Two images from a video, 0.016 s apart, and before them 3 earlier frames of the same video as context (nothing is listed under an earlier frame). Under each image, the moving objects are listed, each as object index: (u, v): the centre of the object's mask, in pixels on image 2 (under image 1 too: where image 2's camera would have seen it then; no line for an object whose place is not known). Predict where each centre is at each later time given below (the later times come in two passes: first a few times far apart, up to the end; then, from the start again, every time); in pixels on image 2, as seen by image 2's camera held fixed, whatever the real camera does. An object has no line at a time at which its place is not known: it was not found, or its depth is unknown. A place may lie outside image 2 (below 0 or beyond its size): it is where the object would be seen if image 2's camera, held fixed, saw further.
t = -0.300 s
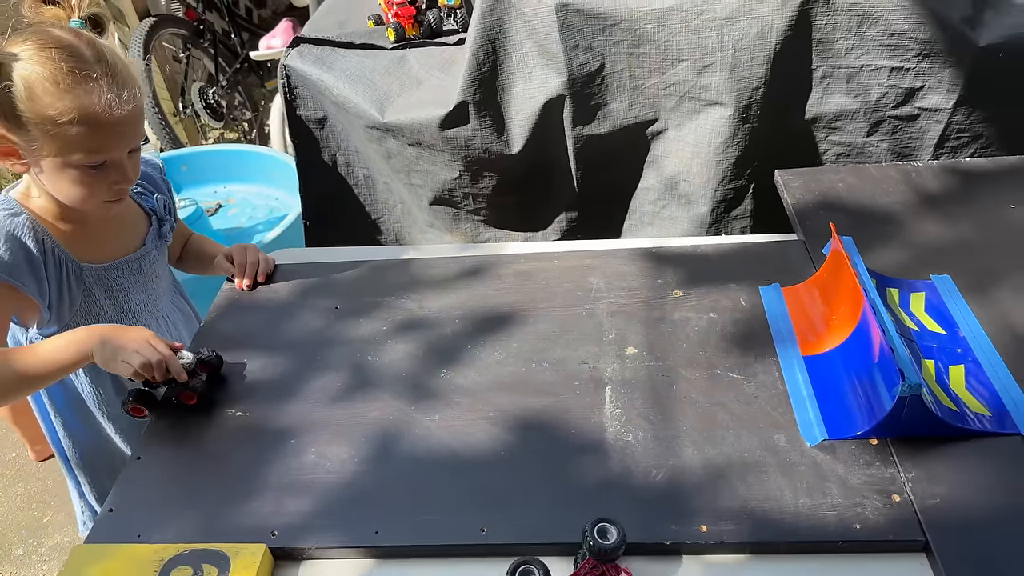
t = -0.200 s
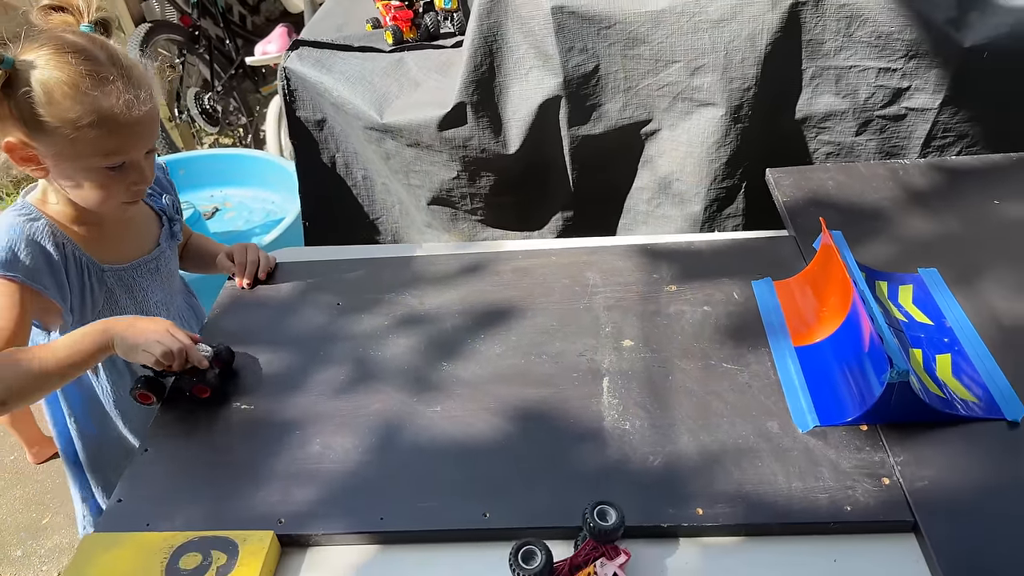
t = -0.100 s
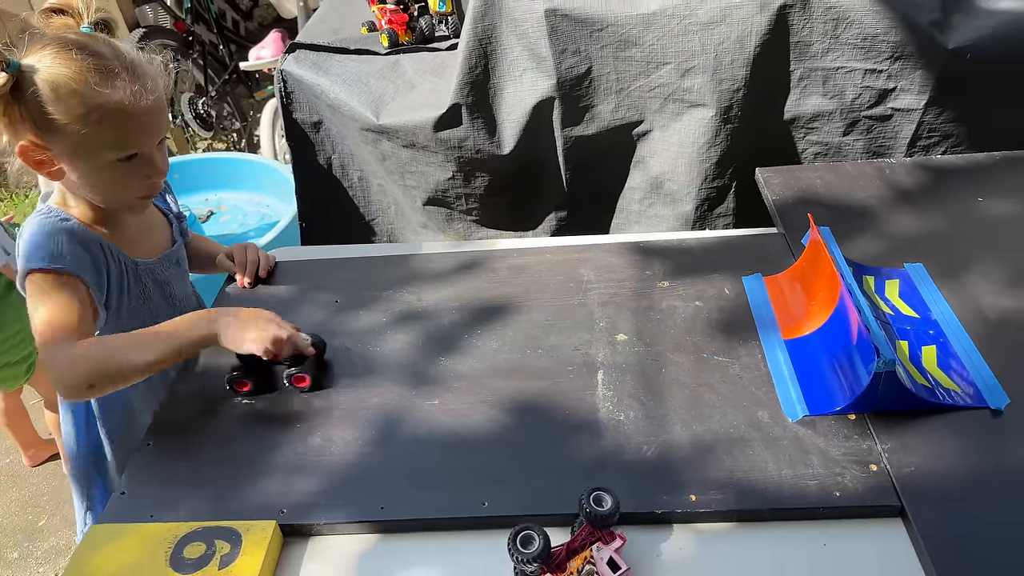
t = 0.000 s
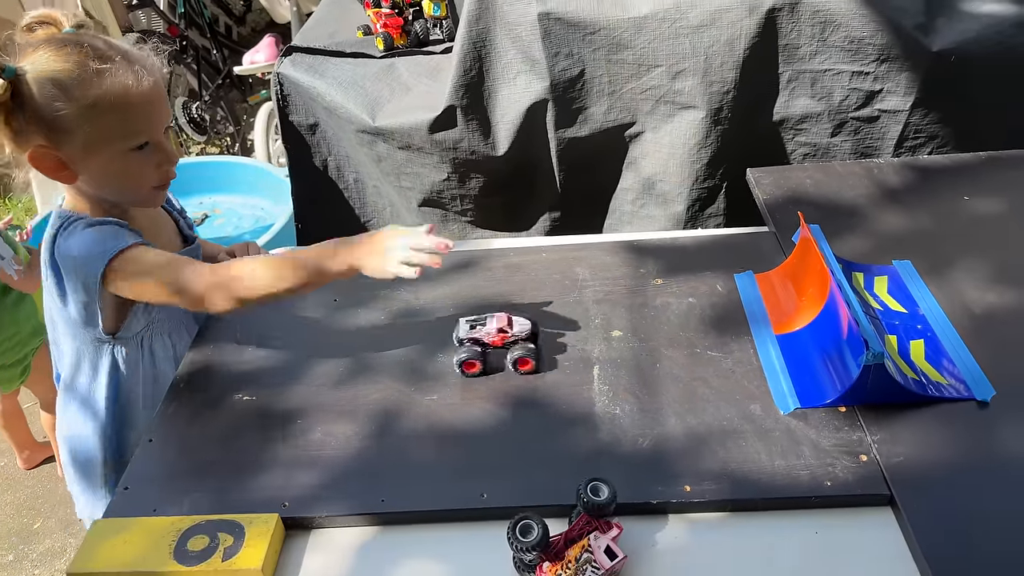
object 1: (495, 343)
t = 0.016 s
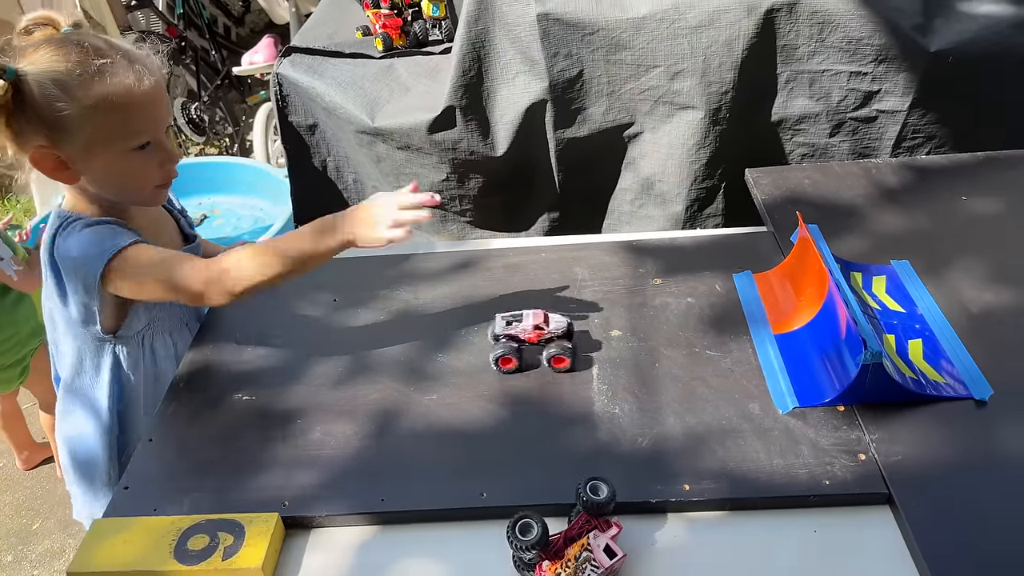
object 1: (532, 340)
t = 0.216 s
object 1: (786, 290)
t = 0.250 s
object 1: (781, 292)
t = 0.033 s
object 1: (568, 337)
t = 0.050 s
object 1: (604, 334)
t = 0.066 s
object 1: (640, 331)
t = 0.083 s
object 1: (677, 330)
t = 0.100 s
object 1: (715, 329)
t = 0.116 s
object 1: (753, 327)
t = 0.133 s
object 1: (781, 322)
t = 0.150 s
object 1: (786, 312)
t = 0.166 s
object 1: (789, 304)
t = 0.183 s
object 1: (789, 297)
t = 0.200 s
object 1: (789, 293)
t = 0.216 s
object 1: (786, 290)
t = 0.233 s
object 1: (784, 290)
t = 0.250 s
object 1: (781, 292)
